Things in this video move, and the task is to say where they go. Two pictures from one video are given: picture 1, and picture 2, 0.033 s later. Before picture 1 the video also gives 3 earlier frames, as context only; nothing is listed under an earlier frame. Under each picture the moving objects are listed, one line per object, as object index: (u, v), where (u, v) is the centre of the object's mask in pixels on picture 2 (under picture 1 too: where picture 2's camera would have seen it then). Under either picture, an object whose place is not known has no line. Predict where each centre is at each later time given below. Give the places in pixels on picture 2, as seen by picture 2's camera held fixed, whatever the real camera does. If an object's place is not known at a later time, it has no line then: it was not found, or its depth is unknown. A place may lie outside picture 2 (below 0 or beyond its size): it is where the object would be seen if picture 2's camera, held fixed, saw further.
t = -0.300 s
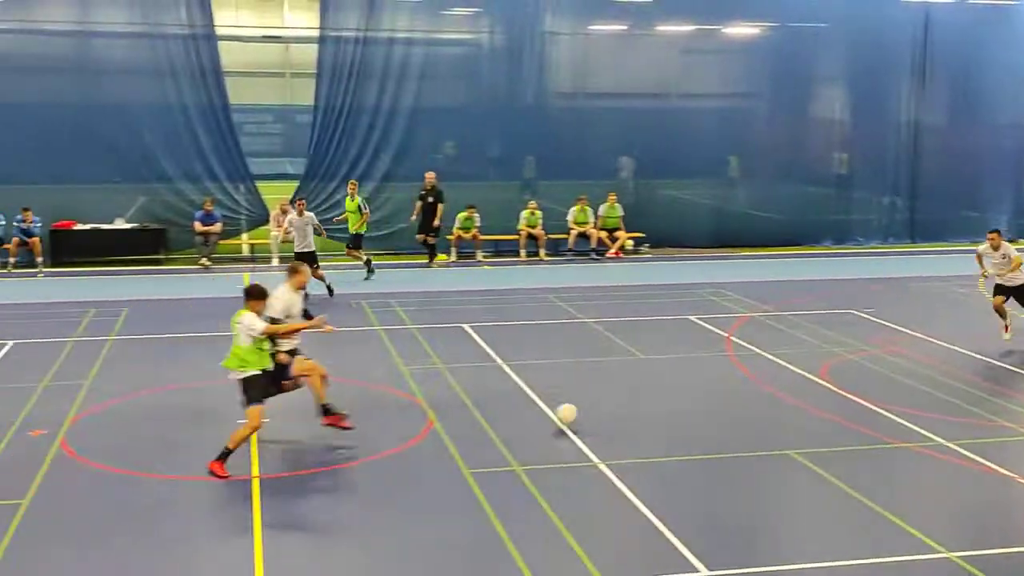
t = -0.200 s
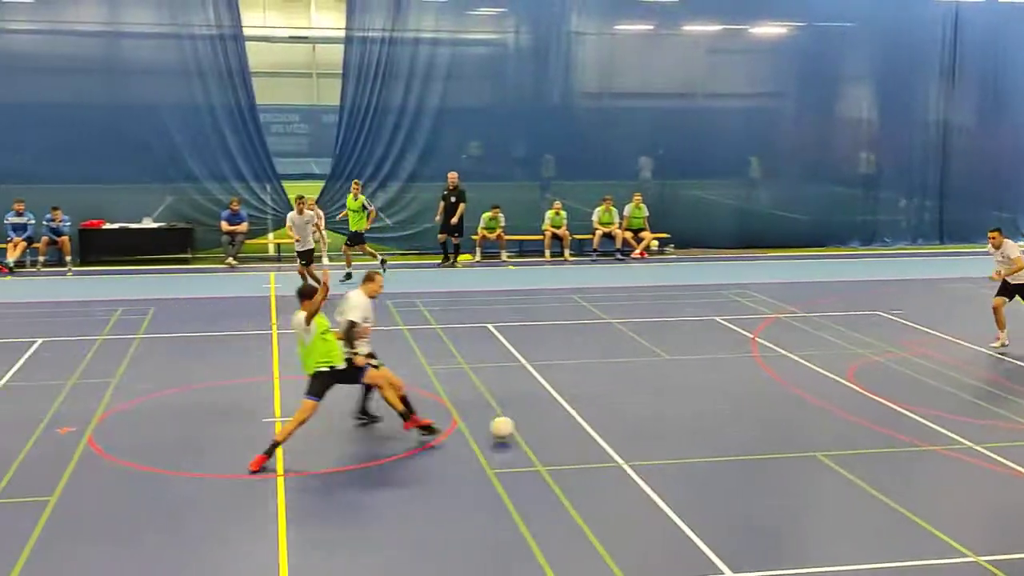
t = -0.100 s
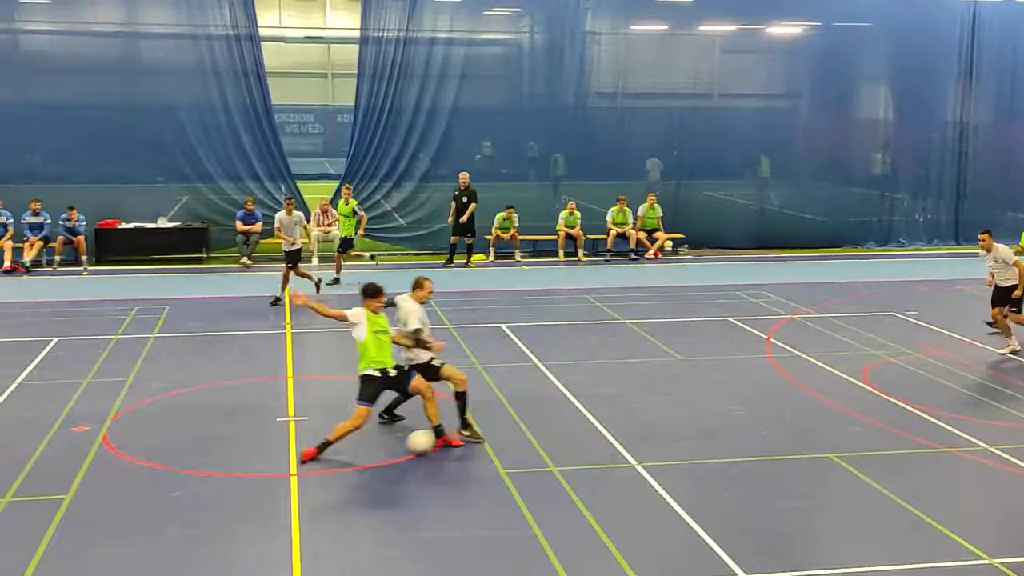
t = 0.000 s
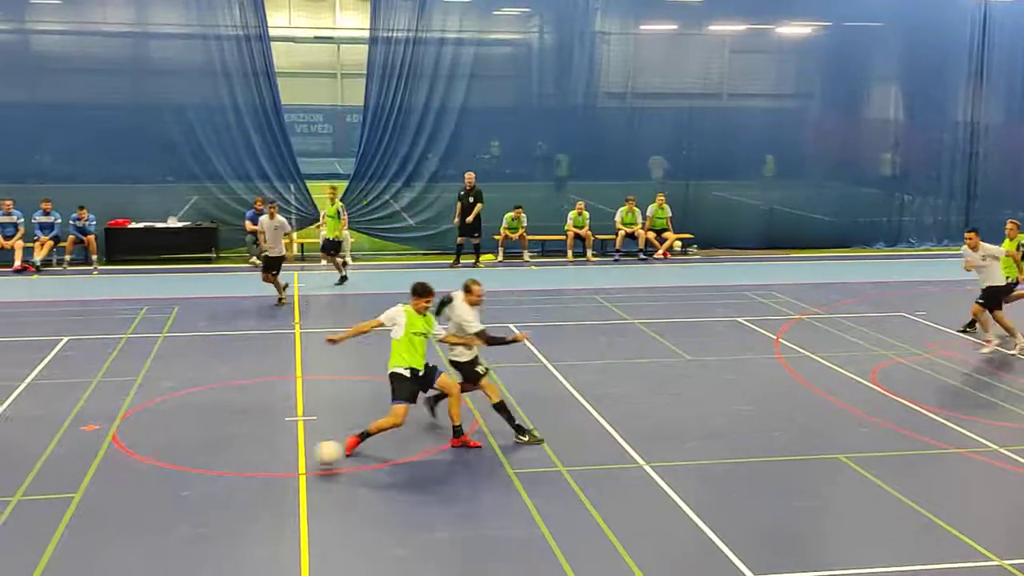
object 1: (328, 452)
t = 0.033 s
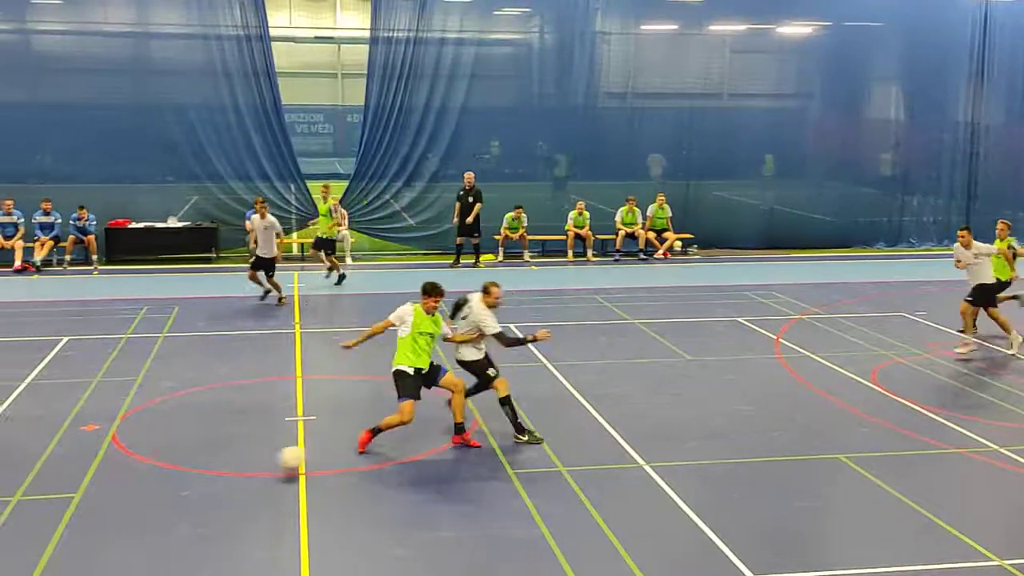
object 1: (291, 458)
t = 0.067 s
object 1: (256, 466)
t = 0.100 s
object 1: (218, 470)
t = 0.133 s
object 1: (180, 473)
